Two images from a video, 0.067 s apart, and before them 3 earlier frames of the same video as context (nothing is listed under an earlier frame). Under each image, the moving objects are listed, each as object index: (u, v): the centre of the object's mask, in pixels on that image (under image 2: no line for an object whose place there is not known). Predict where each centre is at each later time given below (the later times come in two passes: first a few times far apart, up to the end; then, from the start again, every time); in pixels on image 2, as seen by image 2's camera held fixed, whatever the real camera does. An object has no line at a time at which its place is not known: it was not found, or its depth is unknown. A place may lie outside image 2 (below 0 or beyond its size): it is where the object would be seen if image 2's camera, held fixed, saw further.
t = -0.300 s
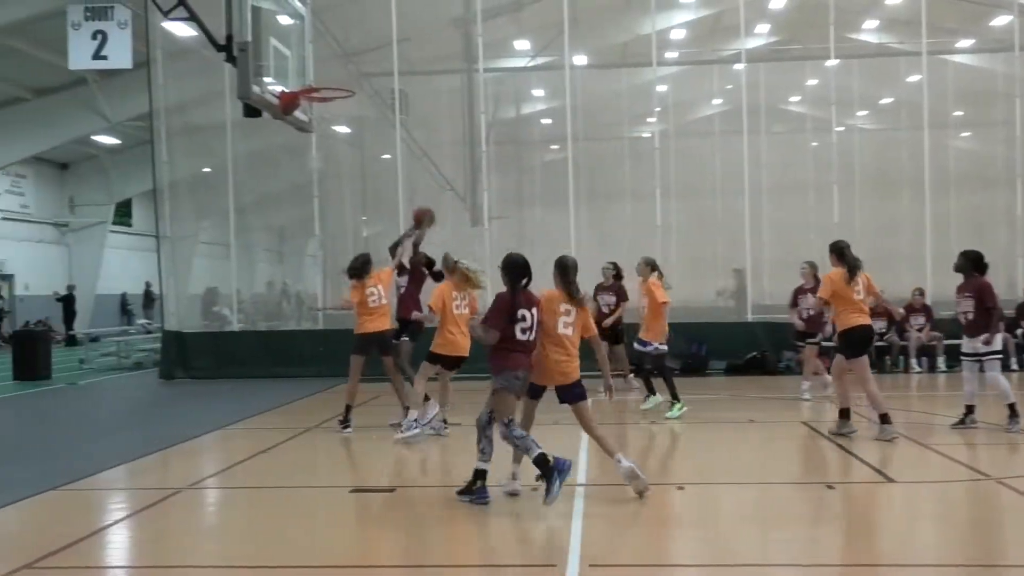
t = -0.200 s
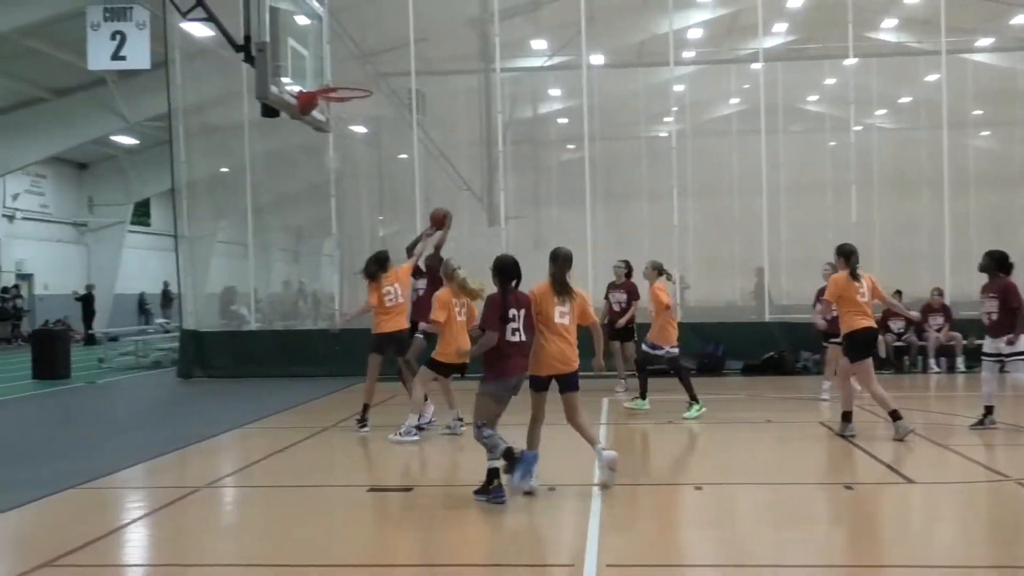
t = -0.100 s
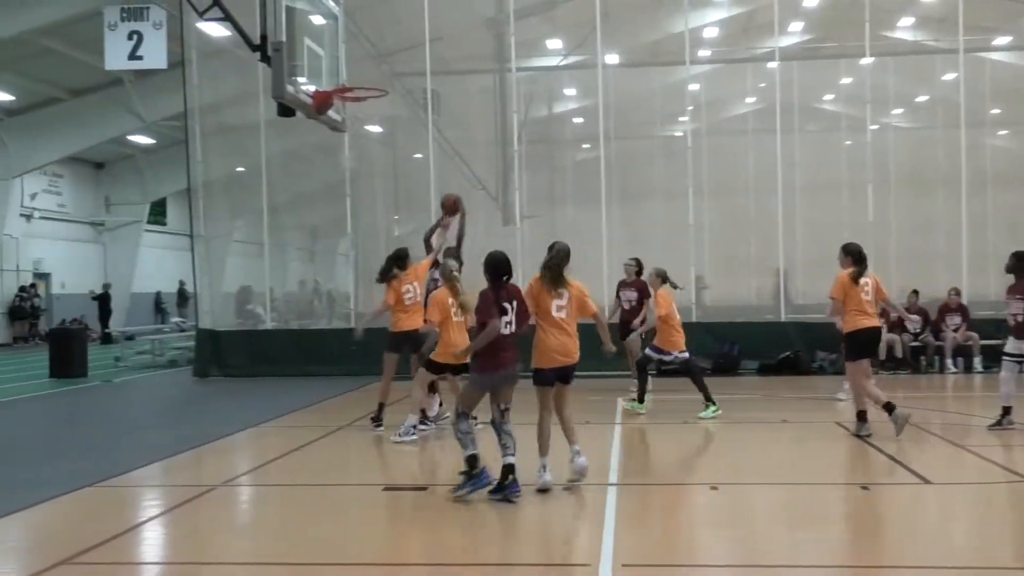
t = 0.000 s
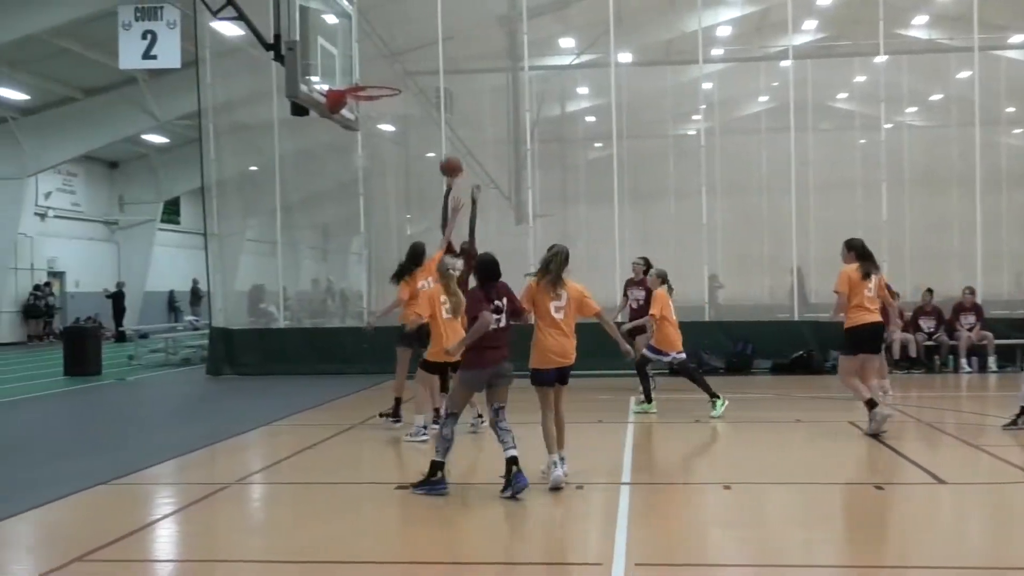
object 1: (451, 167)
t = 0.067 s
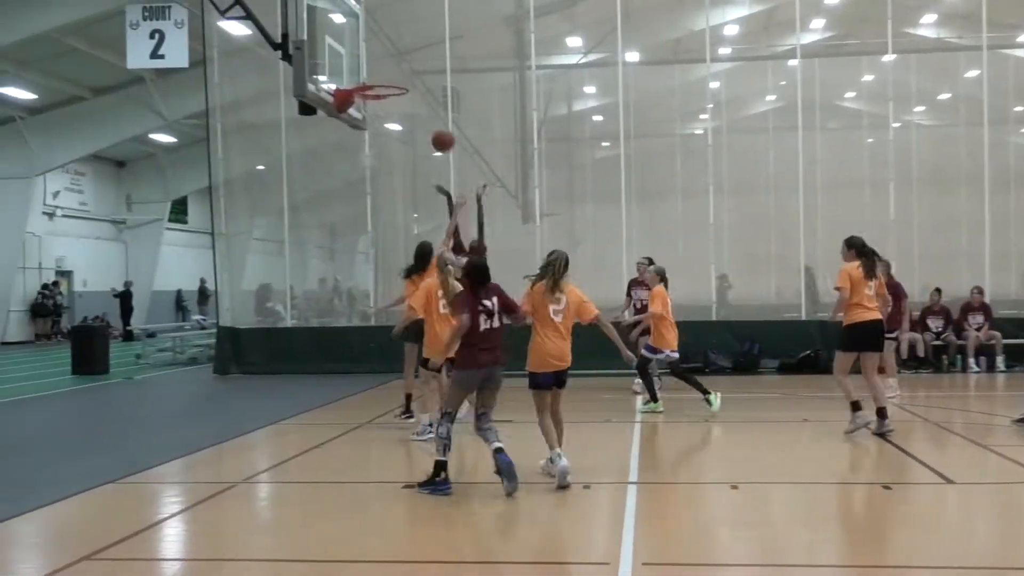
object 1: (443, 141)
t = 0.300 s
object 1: (387, 80)
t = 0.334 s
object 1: (378, 75)
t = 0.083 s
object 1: (439, 136)
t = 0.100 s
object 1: (435, 130)
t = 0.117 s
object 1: (432, 124)
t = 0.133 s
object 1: (427, 119)
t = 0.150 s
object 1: (424, 114)
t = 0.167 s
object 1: (420, 109)
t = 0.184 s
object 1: (416, 105)
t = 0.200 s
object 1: (413, 101)
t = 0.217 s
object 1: (409, 97)
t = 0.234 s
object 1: (404, 93)
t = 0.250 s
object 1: (400, 89)
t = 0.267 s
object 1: (396, 86)
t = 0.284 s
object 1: (392, 84)
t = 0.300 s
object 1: (387, 80)
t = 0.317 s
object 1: (383, 76)
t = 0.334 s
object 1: (378, 75)
